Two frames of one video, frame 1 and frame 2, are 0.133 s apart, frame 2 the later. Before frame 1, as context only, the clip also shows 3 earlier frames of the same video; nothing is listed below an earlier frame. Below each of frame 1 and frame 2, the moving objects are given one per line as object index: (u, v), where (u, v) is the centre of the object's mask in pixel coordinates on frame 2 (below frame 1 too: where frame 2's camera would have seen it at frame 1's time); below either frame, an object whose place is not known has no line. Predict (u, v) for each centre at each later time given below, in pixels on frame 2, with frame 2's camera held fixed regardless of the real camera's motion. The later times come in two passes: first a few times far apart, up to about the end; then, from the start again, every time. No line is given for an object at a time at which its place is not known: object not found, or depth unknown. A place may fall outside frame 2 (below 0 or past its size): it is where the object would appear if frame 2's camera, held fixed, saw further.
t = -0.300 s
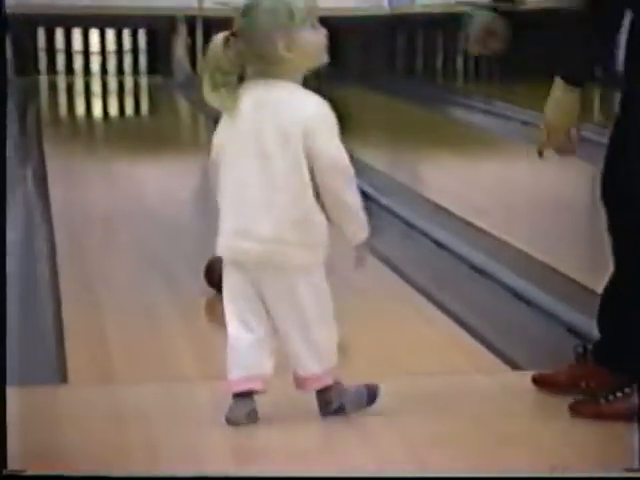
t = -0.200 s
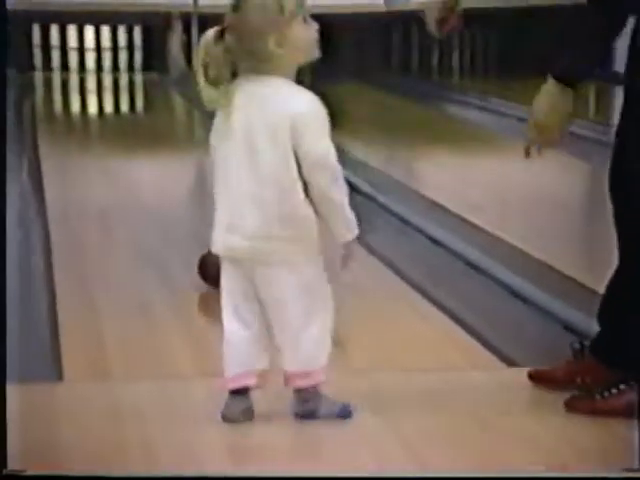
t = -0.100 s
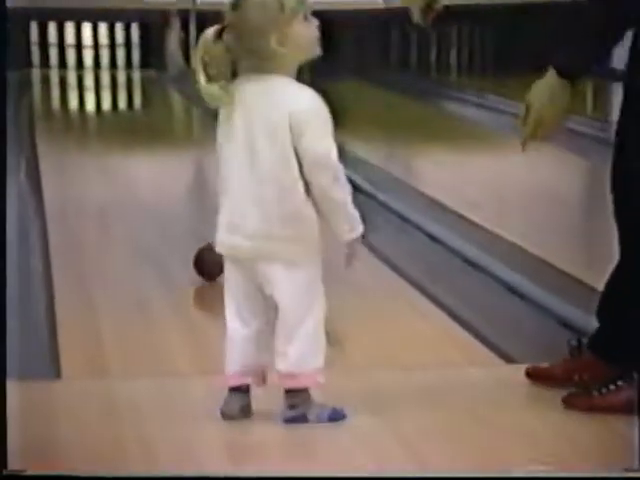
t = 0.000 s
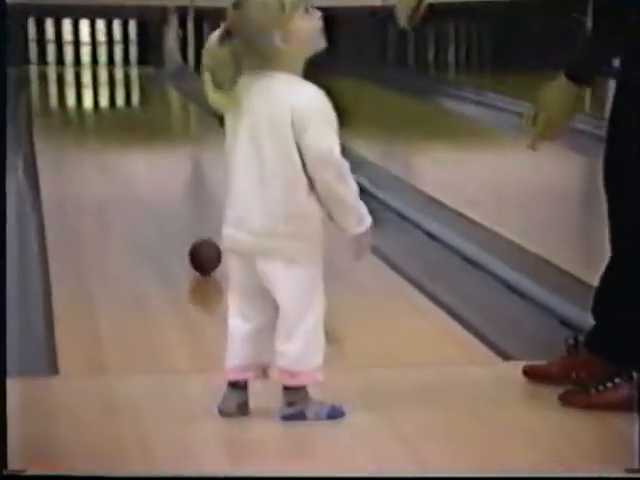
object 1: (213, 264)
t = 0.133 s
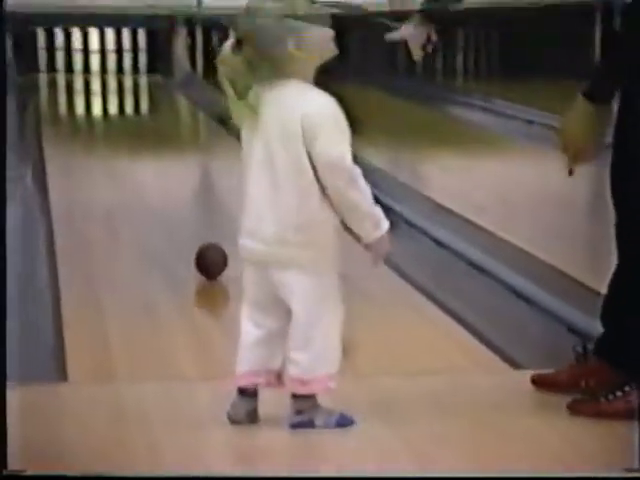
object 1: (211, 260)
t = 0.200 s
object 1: (209, 259)
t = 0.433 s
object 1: (204, 254)
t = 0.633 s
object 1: (199, 249)
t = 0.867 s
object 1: (194, 244)
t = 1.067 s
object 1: (190, 240)
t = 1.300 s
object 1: (185, 236)
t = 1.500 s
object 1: (180, 232)
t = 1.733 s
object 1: (174, 228)
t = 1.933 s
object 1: (169, 224)
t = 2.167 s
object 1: (163, 220)
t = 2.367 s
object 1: (159, 216)
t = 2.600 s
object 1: (155, 212)
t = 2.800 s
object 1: (151, 209)
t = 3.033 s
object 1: (147, 205)
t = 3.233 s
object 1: (143, 203)
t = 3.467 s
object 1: (139, 199)
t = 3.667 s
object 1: (136, 197)
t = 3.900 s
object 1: (132, 194)
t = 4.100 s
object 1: (129, 191)
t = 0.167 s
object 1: (210, 260)
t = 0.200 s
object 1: (209, 259)
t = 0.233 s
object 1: (208, 258)
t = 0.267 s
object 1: (208, 258)
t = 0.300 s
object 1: (207, 257)
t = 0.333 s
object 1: (206, 256)
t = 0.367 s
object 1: (205, 256)
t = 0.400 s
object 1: (205, 255)
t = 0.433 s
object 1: (204, 254)
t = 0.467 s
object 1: (203, 253)
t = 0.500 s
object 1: (202, 252)
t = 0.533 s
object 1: (202, 252)
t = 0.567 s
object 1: (201, 251)
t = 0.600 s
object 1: (200, 250)
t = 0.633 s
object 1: (199, 249)
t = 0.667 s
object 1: (198, 249)
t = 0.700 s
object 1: (197, 248)
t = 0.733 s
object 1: (197, 247)
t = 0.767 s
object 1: (196, 247)
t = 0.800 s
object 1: (196, 246)
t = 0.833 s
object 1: (194, 245)
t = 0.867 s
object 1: (194, 244)
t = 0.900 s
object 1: (194, 243)
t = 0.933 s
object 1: (193, 243)
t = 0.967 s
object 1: (191, 242)
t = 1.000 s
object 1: (191, 242)
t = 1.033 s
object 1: (190, 241)
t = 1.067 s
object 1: (190, 240)
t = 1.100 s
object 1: (188, 240)
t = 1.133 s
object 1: (188, 239)
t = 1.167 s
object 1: (188, 238)
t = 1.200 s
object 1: (186, 238)
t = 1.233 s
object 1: (185, 237)
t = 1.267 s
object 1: (184, 236)
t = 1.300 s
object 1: (185, 236)
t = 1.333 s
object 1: (183, 235)
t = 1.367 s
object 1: (182, 234)
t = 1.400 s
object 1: (181, 233)
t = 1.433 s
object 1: (181, 233)
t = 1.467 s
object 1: (180, 233)
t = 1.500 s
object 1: (180, 232)
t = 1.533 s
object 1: (179, 231)
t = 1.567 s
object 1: (177, 230)
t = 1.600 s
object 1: (177, 230)
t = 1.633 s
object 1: (176, 229)
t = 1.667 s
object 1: (175, 229)
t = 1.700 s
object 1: (174, 228)
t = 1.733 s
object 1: (174, 228)
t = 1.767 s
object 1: (173, 227)
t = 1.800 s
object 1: (172, 226)
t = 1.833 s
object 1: (171, 226)
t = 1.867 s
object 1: (171, 225)
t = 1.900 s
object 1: (170, 225)
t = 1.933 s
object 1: (169, 224)
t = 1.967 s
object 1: (168, 224)
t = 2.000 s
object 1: (167, 223)
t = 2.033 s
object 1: (166, 222)
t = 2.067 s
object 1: (166, 222)
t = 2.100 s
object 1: (165, 221)
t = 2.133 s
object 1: (164, 220)
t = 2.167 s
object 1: (163, 220)
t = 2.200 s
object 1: (163, 219)
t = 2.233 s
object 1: (162, 218)
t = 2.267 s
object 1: (161, 218)
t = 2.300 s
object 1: (161, 217)
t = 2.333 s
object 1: (160, 216)
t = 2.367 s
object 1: (159, 216)
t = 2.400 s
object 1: (158, 216)
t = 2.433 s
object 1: (157, 215)
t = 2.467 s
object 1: (157, 215)
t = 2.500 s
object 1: (156, 214)
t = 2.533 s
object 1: (156, 213)
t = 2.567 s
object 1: (155, 213)
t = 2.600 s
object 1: (155, 212)
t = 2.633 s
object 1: (154, 212)
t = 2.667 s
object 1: (153, 211)
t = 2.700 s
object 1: (153, 211)
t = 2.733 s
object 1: (152, 210)
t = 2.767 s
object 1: (151, 210)
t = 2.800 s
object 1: (151, 209)
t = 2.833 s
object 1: (150, 208)
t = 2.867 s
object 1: (149, 208)
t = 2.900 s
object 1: (149, 207)
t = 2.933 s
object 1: (148, 207)
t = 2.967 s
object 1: (148, 207)
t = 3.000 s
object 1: (147, 206)
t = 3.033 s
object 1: (147, 205)
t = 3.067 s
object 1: (146, 205)
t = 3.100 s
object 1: (145, 205)
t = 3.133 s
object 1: (145, 204)
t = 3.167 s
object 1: (144, 204)
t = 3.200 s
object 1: (143, 203)
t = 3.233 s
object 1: (143, 203)
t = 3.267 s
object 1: (142, 202)
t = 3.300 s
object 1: (142, 202)
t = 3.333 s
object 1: (141, 202)
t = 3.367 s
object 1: (140, 201)
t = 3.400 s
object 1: (140, 201)
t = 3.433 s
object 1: (139, 200)
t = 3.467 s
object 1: (139, 199)
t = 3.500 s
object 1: (138, 199)
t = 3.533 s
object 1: (137, 199)
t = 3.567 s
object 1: (137, 198)
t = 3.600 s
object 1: (137, 198)
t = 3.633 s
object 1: (136, 197)
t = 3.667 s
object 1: (136, 197)
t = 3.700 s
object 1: (135, 196)
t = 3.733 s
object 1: (134, 196)
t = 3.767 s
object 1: (134, 195)
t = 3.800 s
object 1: (134, 195)
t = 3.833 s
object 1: (133, 195)
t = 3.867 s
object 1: (133, 194)
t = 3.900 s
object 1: (132, 194)
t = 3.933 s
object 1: (132, 193)
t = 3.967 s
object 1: (131, 193)
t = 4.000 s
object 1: (131, 192)
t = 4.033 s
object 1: (130, 191)
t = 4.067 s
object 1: (130, 191)
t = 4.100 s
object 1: (129, 191)
